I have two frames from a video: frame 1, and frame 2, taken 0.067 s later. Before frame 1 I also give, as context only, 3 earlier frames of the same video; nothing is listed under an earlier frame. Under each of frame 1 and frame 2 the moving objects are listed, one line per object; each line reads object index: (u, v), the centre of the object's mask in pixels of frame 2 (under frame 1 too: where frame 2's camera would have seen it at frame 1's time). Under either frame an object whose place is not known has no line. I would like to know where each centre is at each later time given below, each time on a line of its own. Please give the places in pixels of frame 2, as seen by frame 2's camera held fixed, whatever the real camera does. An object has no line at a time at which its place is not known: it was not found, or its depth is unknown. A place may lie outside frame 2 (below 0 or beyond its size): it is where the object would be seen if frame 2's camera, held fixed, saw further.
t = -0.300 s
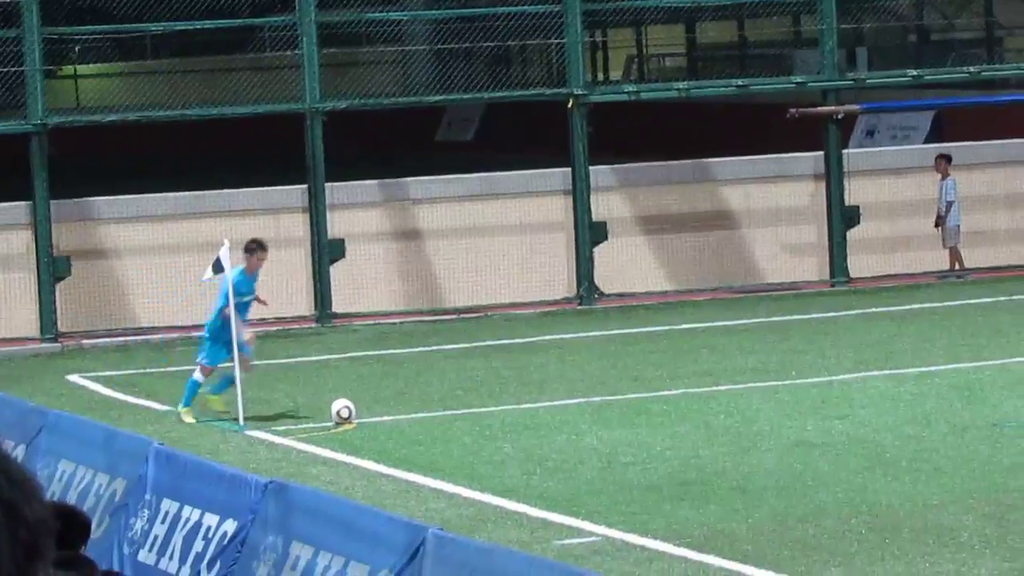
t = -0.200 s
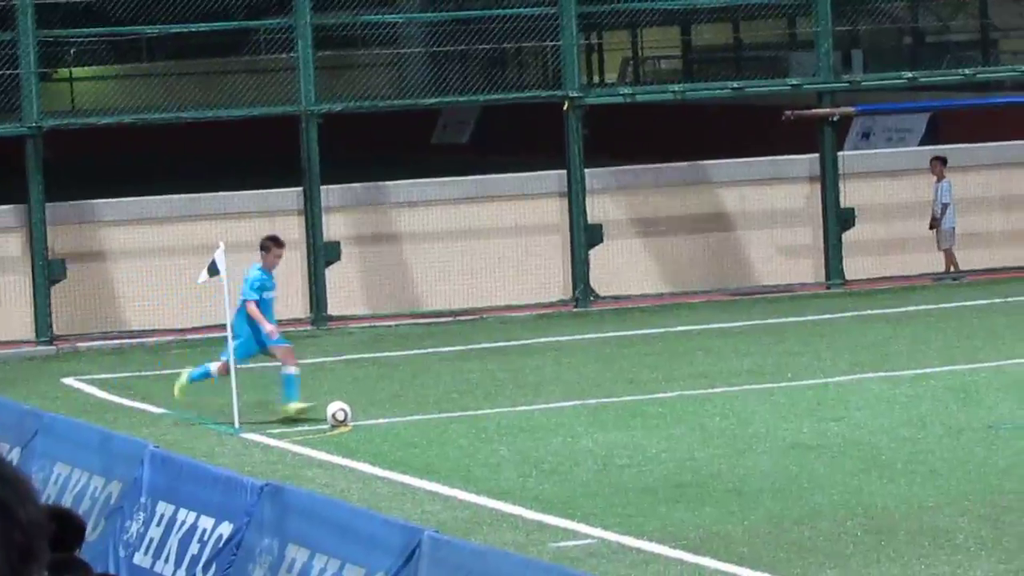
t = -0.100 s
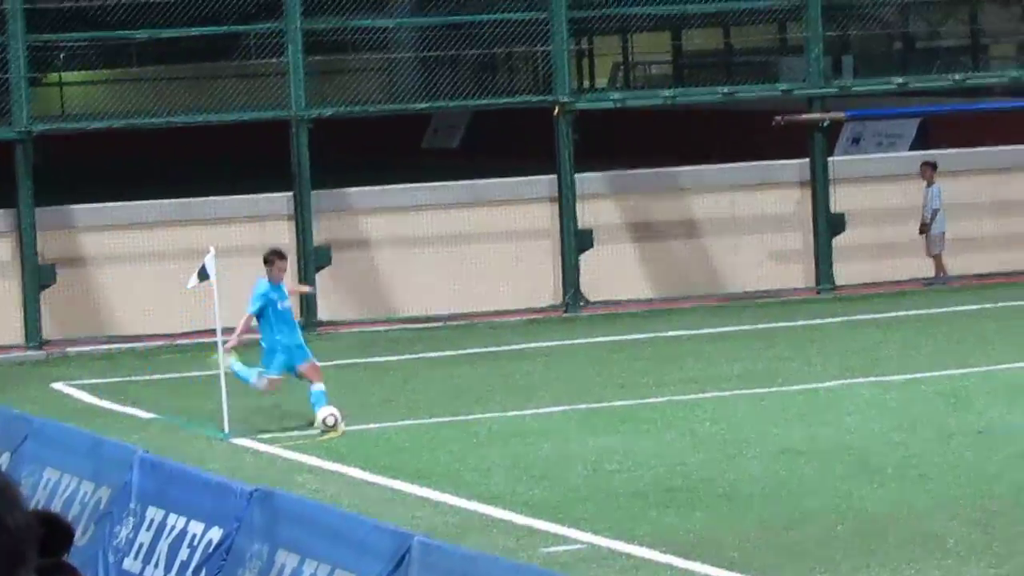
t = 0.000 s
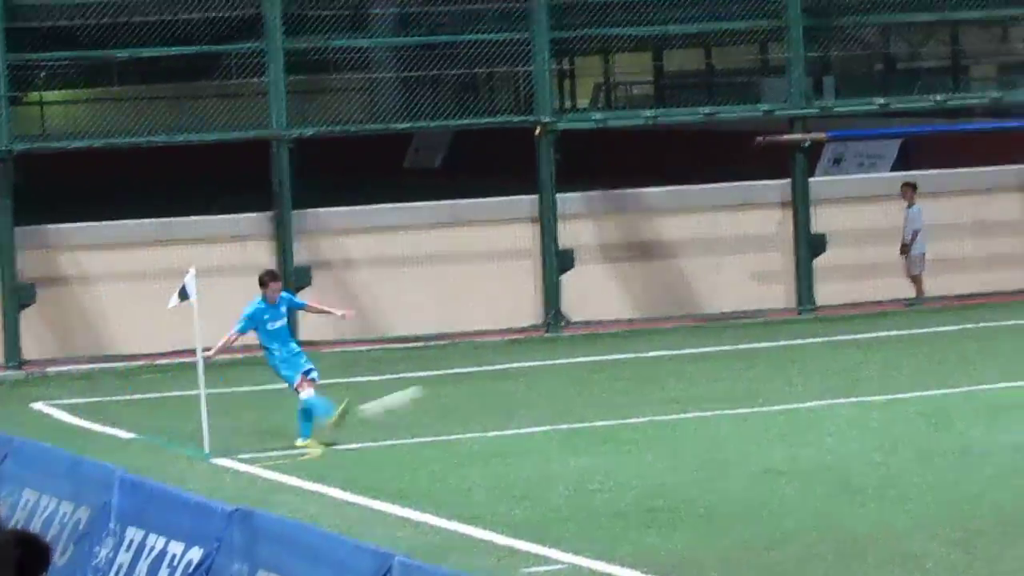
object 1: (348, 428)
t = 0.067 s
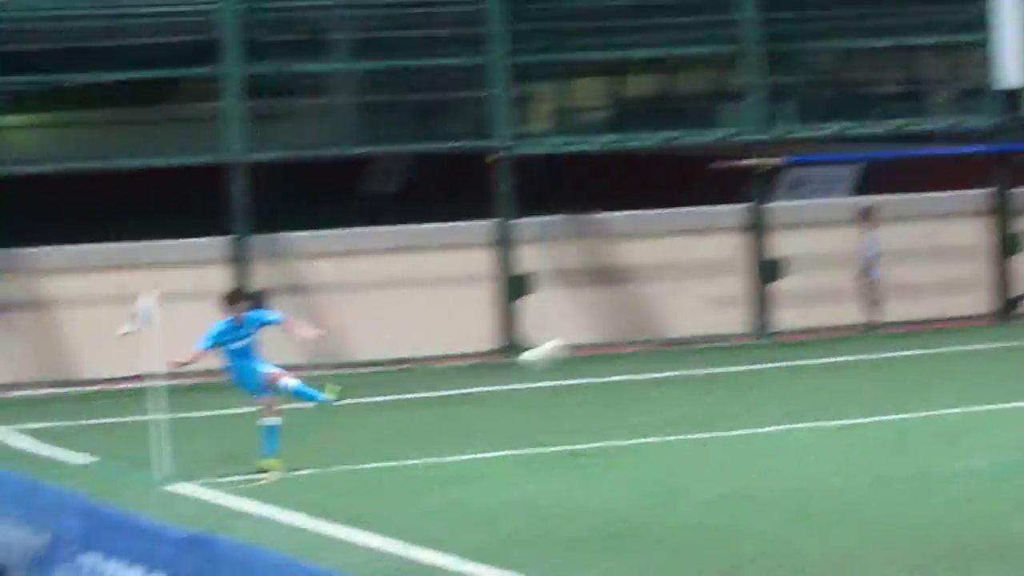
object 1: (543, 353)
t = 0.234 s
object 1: (755, 214)
